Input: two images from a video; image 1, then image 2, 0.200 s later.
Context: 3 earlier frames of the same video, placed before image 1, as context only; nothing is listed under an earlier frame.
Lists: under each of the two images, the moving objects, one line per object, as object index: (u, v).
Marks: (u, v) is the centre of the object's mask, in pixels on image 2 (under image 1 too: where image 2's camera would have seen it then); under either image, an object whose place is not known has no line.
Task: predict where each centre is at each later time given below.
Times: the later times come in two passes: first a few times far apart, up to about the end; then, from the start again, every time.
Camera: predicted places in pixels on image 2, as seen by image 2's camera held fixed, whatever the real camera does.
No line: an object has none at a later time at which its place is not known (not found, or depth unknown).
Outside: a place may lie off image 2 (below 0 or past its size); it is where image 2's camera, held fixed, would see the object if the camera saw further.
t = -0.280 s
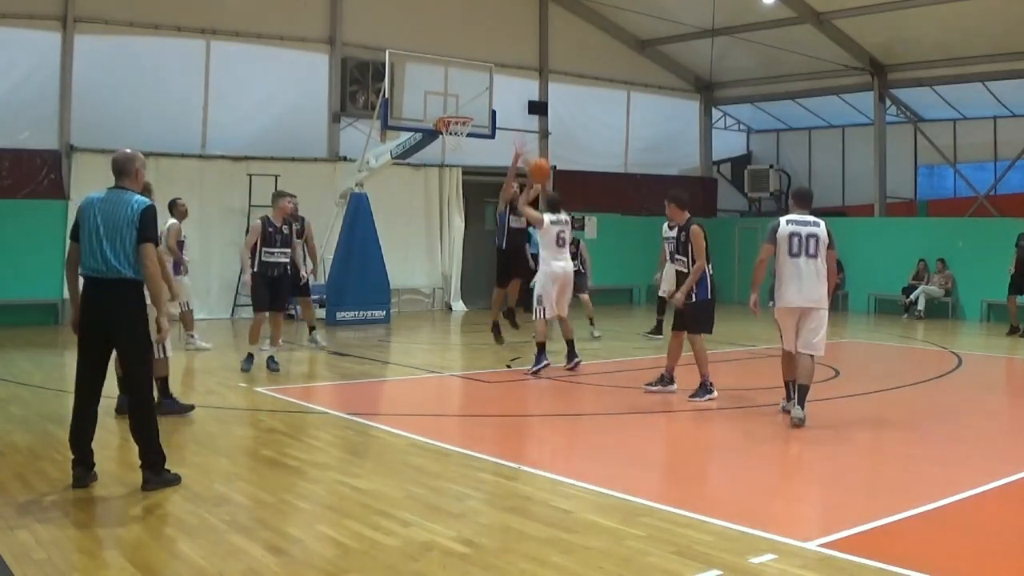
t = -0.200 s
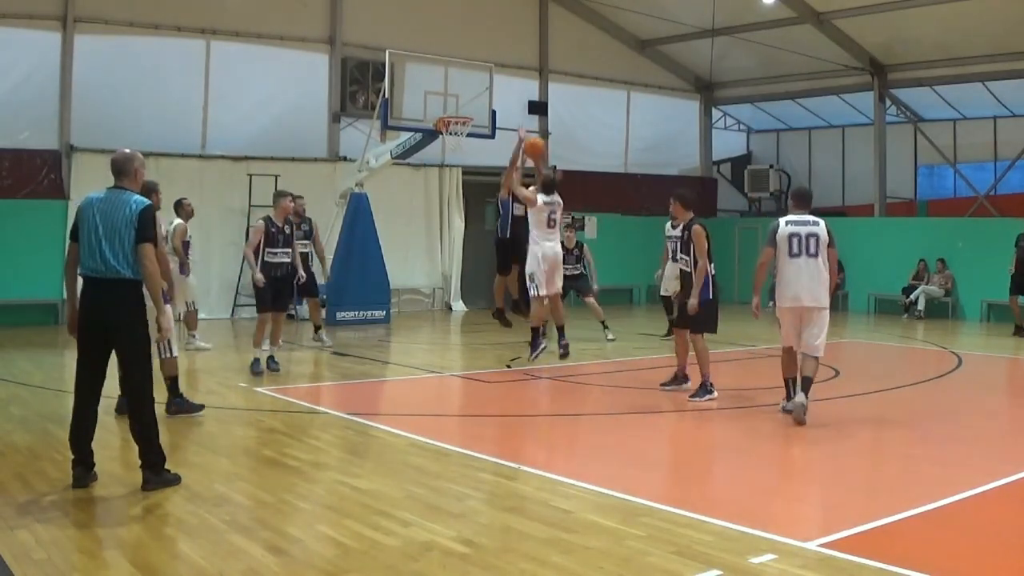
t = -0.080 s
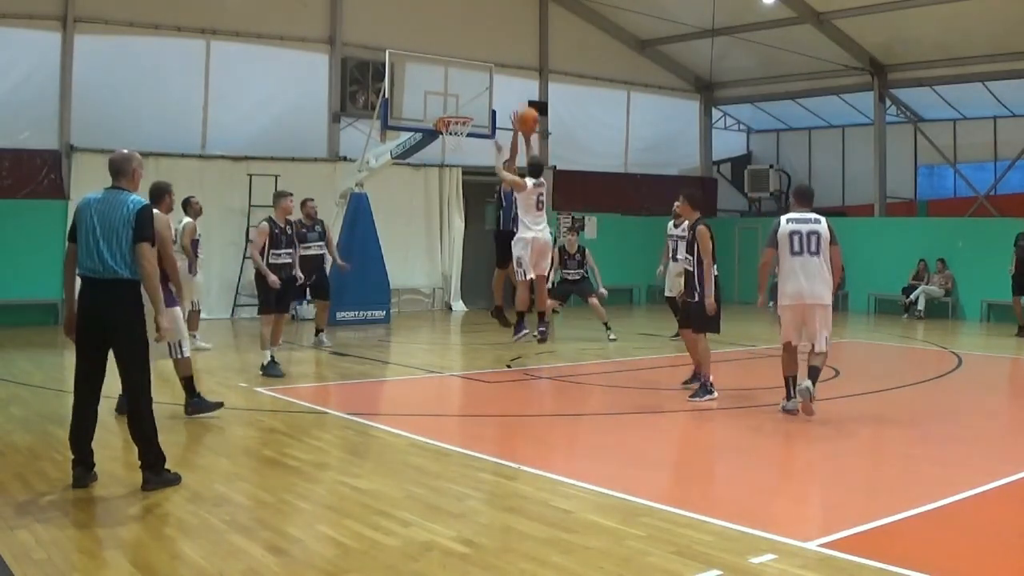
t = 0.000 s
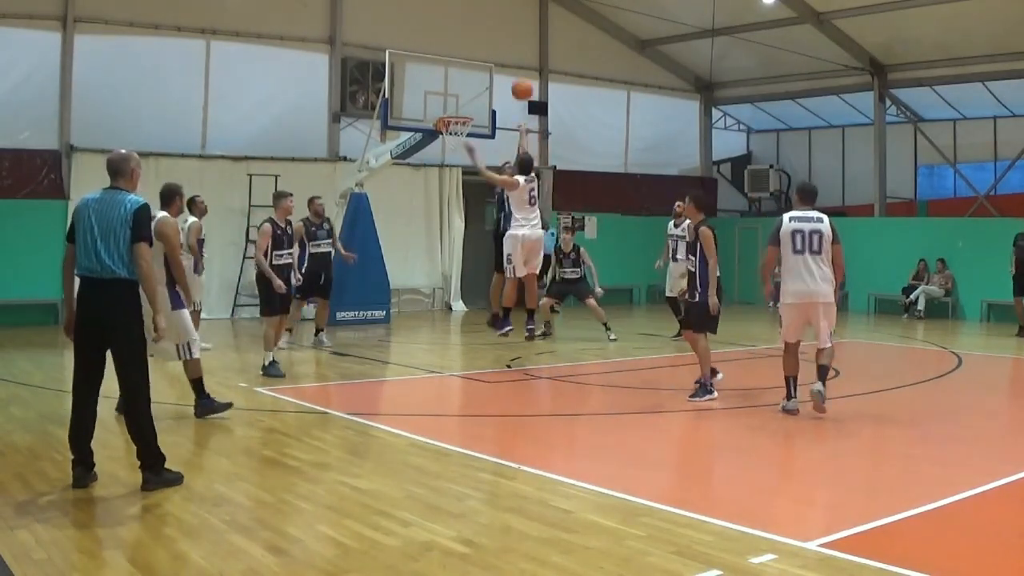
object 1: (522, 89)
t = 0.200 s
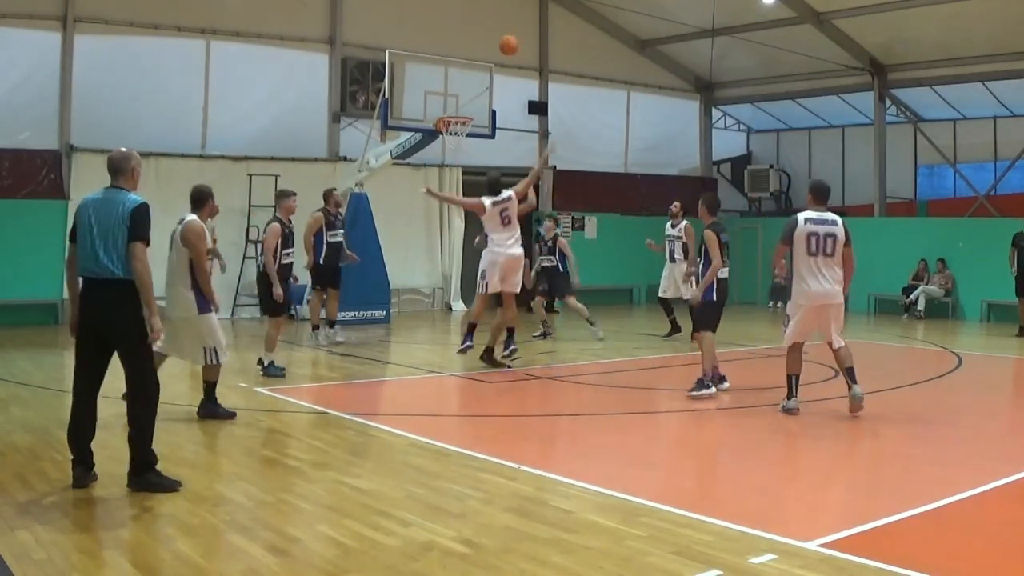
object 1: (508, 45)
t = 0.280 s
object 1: (504, 38)
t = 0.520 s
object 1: (490, 46)
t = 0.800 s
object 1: (476, 105)
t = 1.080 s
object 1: (498, 104)
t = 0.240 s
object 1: (506, 41)
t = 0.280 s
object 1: (504, 38)
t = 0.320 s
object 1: (501, 36)
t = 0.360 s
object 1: (499, 36)
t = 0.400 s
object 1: (497, 37)
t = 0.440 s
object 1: (495, 39)
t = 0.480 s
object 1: (492, 42)
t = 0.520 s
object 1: (490, 46)
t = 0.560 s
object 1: (488, 53)
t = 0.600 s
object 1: (487, 58)
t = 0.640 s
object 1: (484, 65)
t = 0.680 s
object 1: (482, 74)
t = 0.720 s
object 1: (480, 83)
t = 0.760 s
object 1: (478, 94)
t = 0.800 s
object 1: (476, 105)
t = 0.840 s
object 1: (476, 110)
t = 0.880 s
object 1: (479, 108)
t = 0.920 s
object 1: (483, 105)
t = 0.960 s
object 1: (487, 103)
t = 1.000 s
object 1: (491, 101)
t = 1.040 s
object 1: (495, 103)
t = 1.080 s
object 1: (498, 104)
